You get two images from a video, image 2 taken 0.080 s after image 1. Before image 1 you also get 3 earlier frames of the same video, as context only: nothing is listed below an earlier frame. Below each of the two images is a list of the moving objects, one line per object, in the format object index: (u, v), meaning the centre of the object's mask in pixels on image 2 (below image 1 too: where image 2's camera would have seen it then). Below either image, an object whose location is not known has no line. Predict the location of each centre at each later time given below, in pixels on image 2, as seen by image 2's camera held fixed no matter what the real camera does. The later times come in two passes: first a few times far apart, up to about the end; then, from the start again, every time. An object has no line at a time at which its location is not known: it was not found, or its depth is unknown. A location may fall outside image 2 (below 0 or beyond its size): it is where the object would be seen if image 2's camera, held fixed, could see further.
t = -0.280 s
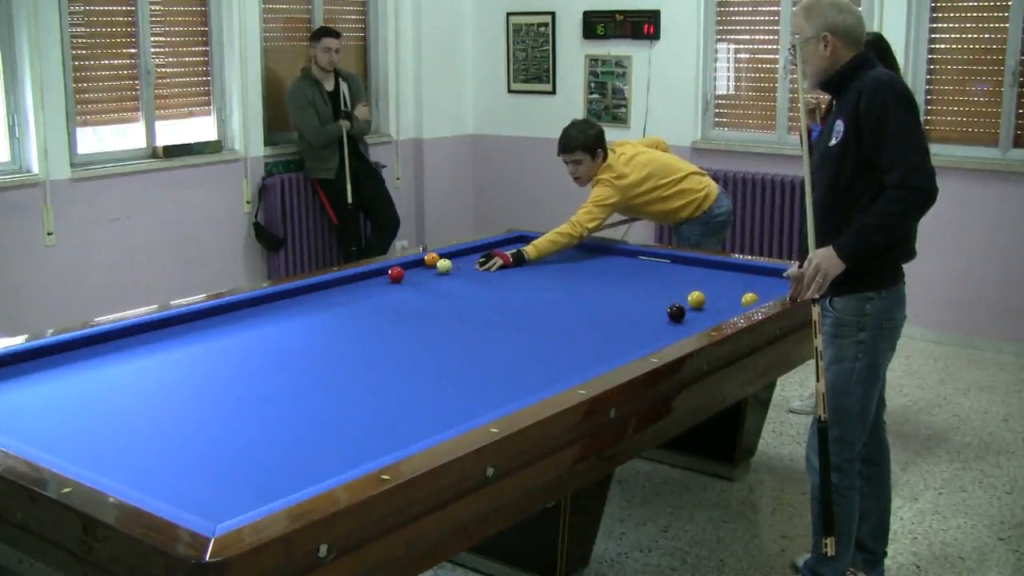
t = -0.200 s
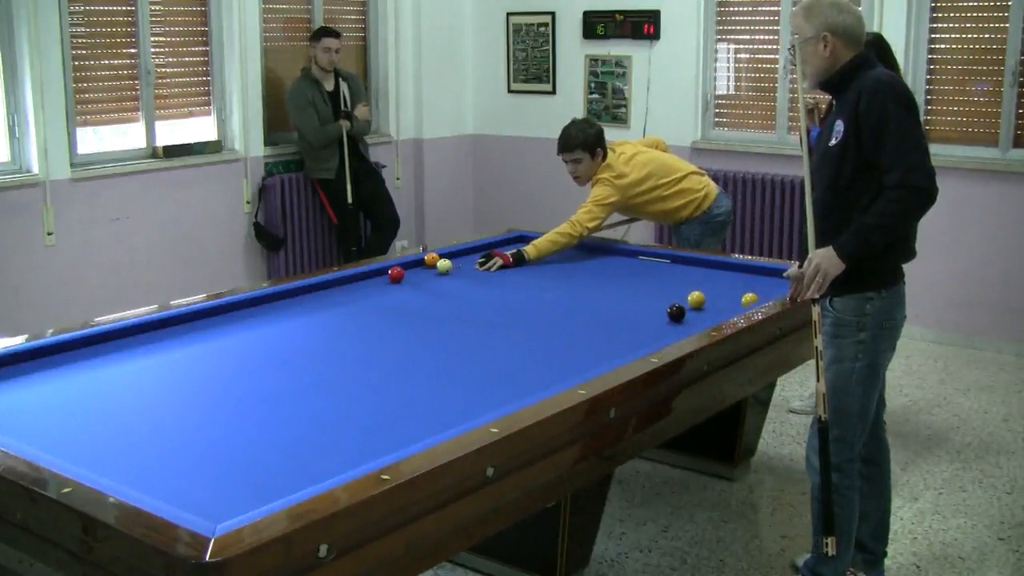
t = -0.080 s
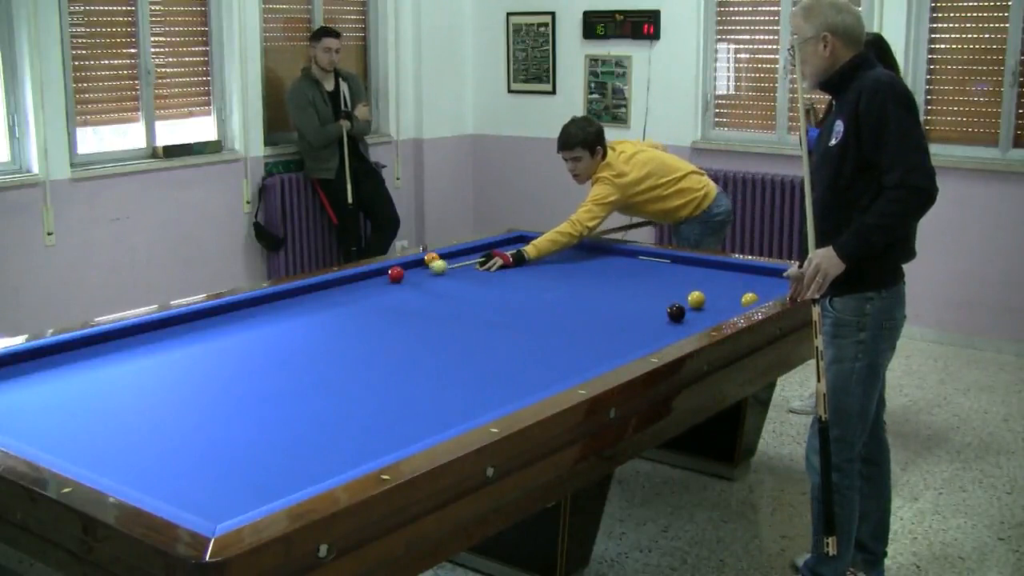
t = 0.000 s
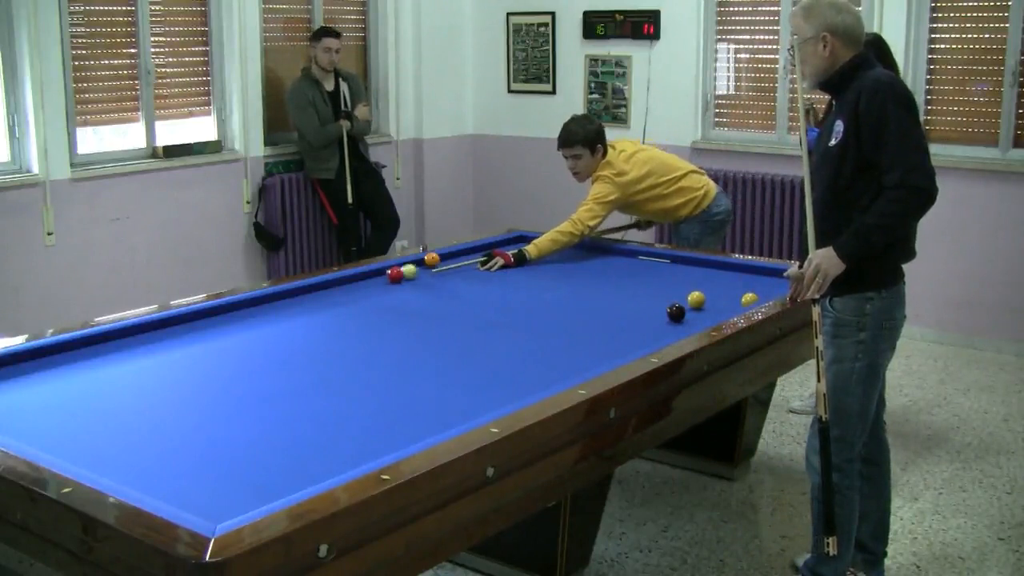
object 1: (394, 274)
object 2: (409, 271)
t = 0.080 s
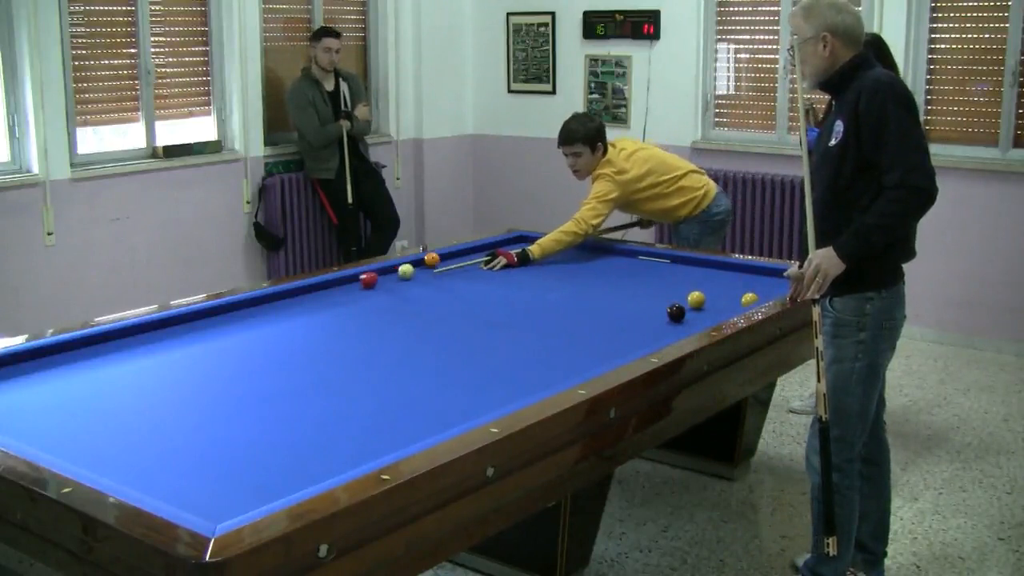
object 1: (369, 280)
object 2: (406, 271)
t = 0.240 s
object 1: (319, 290)
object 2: (404, 270)
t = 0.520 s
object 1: (235, 307)
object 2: (402, 268)
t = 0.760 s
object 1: (158, 324)
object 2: (401, 267)
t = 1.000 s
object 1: (82, 343)
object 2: (403, 266)
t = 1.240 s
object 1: (4, 365)
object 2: (408, 266)
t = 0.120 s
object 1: (356, 282)
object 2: (405, 271)
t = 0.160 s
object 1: (343, 285)
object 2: (405, 271)
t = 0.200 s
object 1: (331, 288)
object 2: (405, 270)
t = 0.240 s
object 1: (319, 290)
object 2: (404, 270)
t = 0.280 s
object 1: (308, 293)
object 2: (404, 270)
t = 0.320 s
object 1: (296, 295)
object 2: (404, 270)
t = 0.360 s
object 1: (284, 297)
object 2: (403, 269)
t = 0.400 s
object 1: (272, 300)
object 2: (403, 269)
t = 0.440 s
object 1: (260, 302)
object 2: (403, 269)
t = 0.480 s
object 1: (248, 305)
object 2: (402, 269)
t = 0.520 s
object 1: (235, 307)
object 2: (402, 268)
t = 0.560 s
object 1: (223, 310)
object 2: (402, 268)
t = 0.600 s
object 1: (210, 312)
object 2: (402, 268)
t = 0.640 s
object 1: (196, 315)
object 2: (401, 268)
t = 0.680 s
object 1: (183, 318)
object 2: (401, 267)
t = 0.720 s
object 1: (170, 321)
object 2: (401, 267)
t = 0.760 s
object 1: (158, 324)
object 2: (401, 267)
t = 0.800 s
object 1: (146, 327)
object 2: (400, 266)
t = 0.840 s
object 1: (133, 330)
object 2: (400, 266)
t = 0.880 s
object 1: (121, 333)
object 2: (401, 266)
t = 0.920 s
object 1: (108, 336)
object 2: (402, 266)
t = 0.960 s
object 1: (95, 340)
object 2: (402, 266)
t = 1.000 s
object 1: (82, 343)
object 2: (403, 266)
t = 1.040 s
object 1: (68, 347)
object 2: (404, 266)
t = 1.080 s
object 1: (54, 350)
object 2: (405, 266)
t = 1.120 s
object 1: (40, 354)
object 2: (405, 266)
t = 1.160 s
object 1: (27, 357)
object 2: (406, 266)
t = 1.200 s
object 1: (11, 361)
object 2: (407, 266)
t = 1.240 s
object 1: (4, 365)
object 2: (408, 266)
